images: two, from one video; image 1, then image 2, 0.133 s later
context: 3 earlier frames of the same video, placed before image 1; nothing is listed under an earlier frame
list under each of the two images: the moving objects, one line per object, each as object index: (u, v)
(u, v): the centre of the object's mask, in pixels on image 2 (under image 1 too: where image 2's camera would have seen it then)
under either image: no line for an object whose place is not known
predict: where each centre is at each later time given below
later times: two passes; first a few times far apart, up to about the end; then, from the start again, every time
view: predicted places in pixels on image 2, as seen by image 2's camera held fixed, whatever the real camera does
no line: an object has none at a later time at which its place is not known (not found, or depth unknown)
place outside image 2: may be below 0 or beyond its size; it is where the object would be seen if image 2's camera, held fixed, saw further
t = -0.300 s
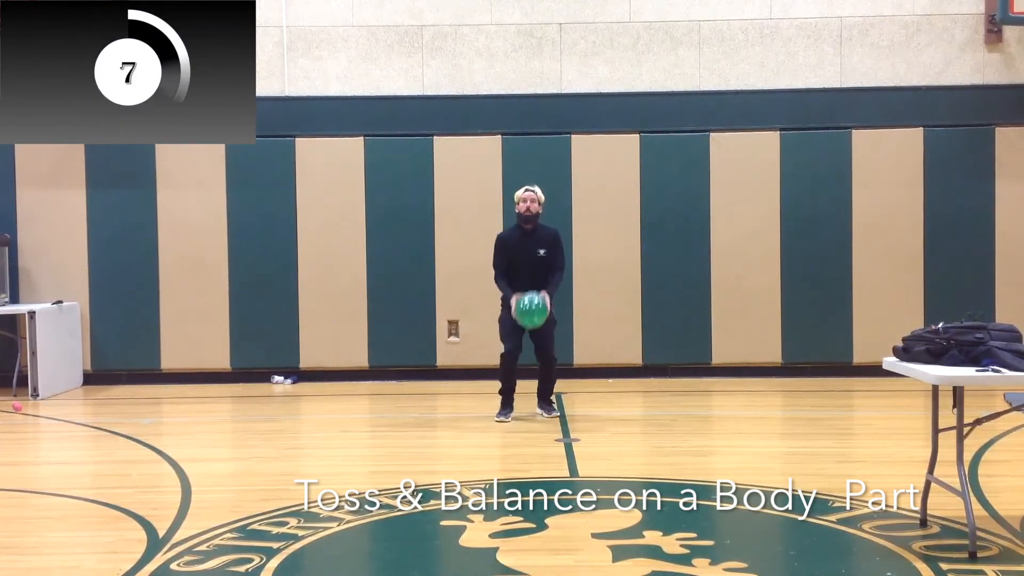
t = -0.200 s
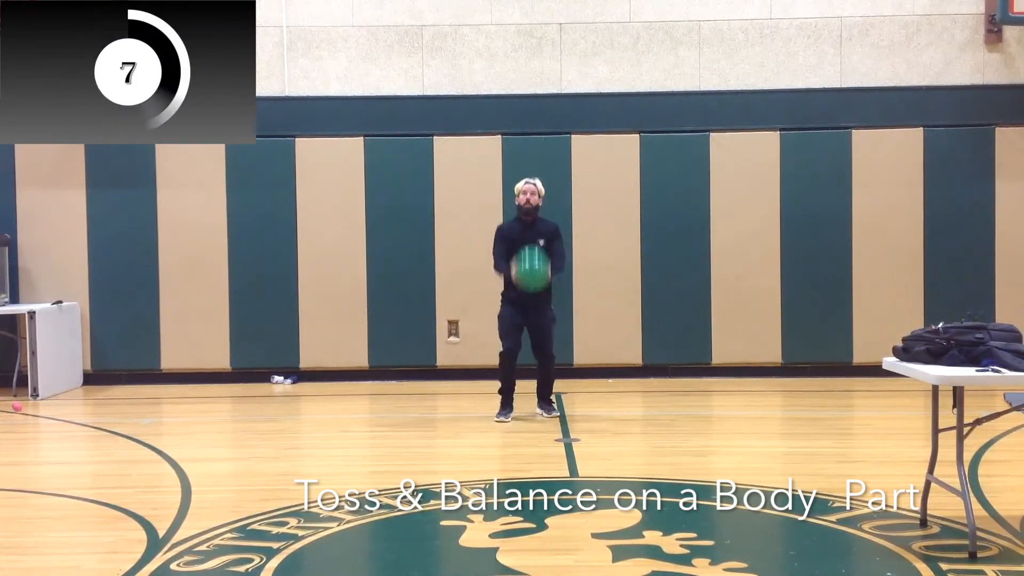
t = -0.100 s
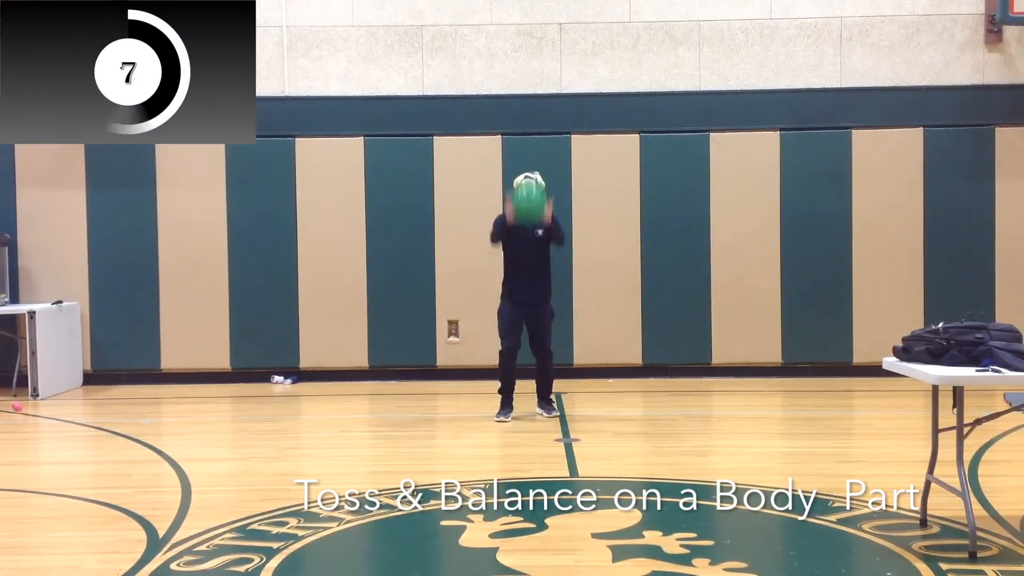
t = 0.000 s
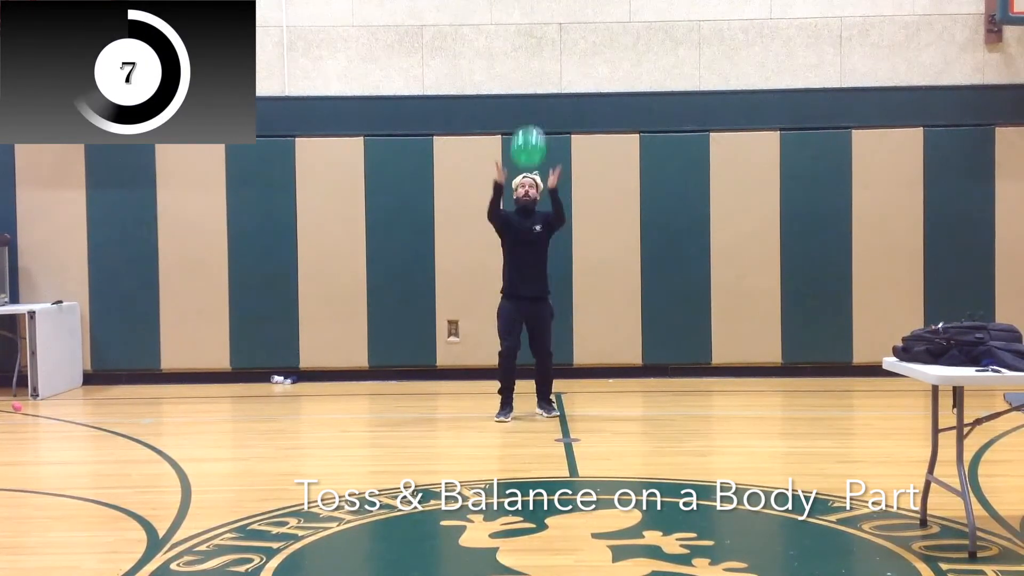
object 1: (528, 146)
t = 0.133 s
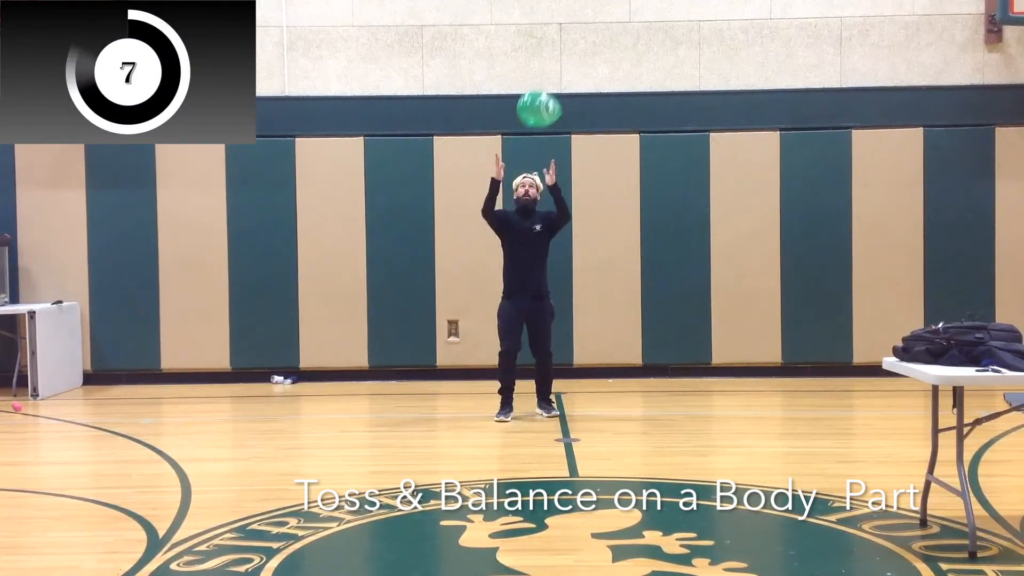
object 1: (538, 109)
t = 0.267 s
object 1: (548, 91)
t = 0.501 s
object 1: (558, 76)
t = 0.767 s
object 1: (562, 74)
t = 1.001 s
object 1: (562, 84)
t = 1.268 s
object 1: (562, 107)
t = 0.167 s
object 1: (541, 104)
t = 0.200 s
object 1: (544, 99)
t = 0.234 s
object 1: (546, 94)
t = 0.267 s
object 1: (548, 91)
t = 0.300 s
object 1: (550, 88)
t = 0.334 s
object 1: (552, 85)
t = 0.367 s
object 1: (553, 82)
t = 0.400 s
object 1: (554, 80)
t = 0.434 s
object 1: (555, 78)
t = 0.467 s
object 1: (557, 77)
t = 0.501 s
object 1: (558, 76)
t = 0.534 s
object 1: (559, 75)
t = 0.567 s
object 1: (560, 74)
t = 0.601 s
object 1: (561, 74)
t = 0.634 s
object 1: (561, 74)
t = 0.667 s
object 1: (562, 74)
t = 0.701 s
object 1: (562, 74)
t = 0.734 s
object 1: (562, 74)
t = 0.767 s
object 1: (562, 74)
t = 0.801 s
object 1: (563, 75)
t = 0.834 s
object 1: (563, 76)
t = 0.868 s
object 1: (563, 77)
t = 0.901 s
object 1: (563, 78)
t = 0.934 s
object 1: (562, 80)
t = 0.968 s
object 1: (562, 82)
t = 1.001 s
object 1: (562, 84)
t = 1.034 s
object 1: (562, 86)
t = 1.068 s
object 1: (562, 88)
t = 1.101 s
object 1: (562, 91)
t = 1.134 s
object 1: (562, 94)
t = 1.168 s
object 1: (562, 97)
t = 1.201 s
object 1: (562, 100)
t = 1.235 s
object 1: (562, 104)
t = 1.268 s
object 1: (562, 107)
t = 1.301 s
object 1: (562, 111)
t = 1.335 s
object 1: (562, 115)
